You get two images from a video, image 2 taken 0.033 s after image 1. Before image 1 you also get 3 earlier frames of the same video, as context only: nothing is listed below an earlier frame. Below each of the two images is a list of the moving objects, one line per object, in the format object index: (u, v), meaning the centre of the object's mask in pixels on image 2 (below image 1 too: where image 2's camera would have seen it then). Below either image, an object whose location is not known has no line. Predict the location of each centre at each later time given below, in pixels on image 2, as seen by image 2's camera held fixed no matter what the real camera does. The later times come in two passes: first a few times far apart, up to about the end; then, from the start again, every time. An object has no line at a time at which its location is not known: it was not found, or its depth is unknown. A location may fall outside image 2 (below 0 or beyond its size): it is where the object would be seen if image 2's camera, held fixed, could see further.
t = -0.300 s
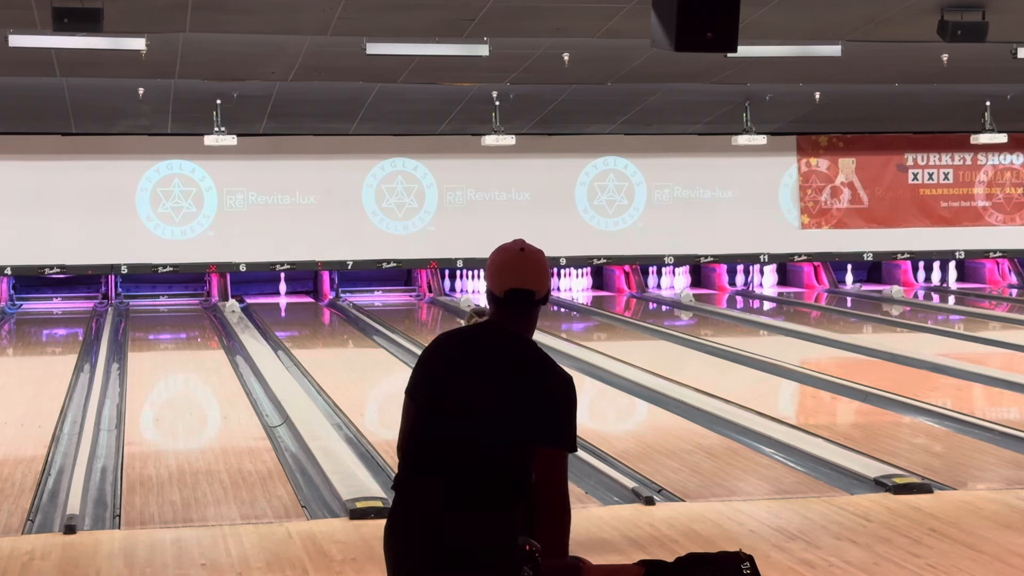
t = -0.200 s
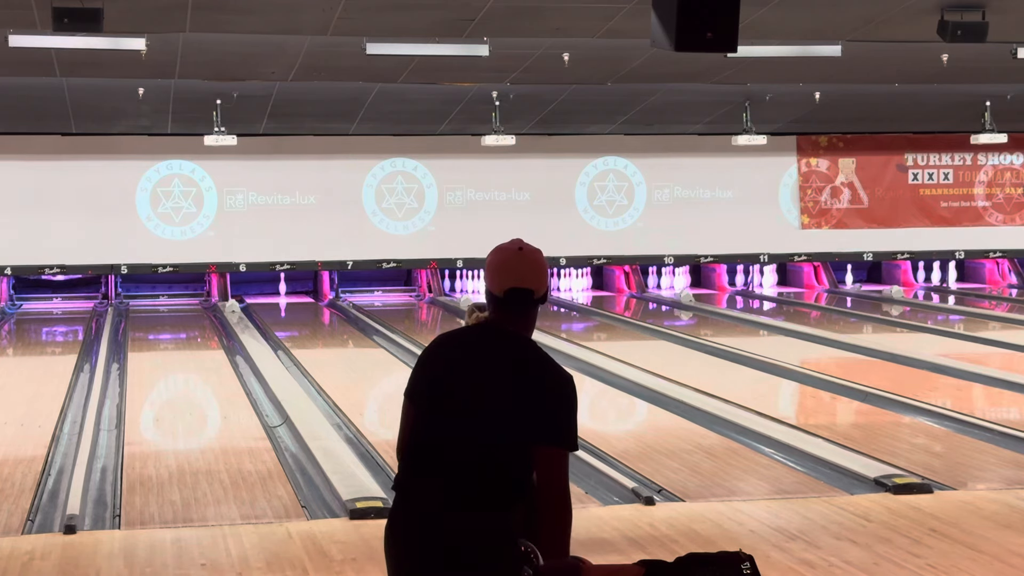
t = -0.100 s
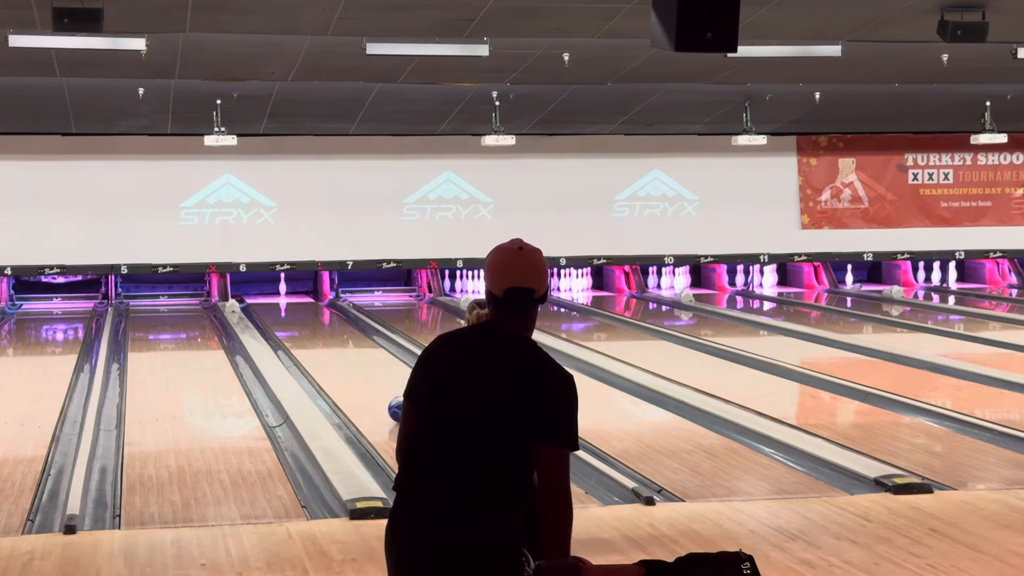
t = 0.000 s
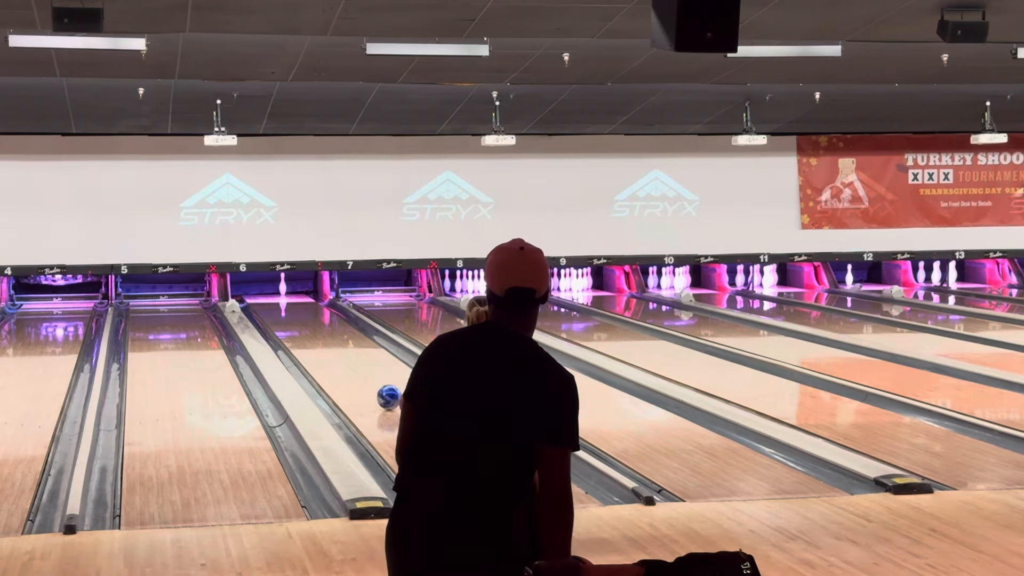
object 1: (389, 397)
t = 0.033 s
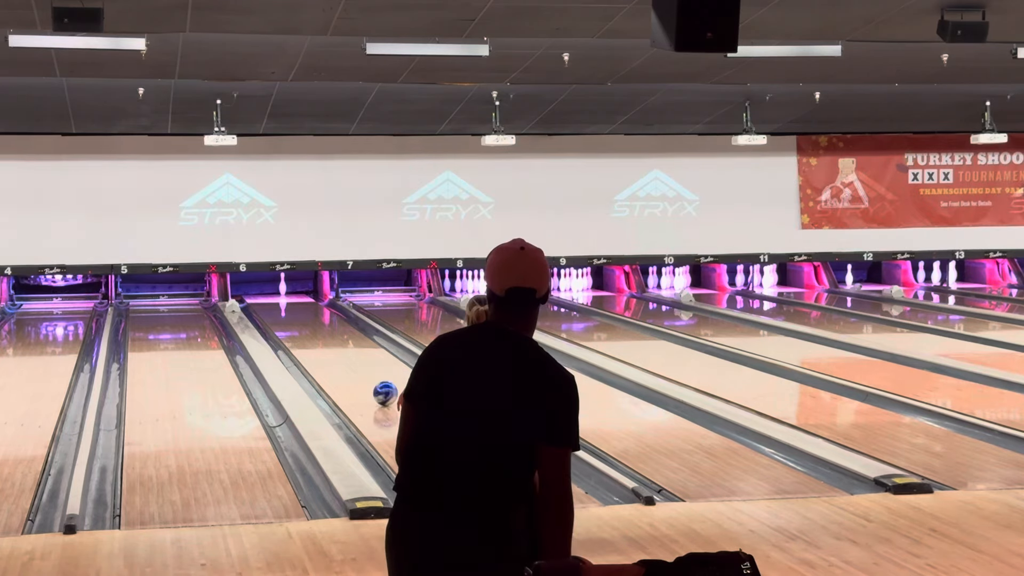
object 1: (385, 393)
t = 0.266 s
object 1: (362, 370)
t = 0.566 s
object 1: (339, 346)
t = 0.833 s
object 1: (323, 330)
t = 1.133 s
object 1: (308, 314)
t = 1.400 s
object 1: (296, 303)
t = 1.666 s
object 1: (285, 295)
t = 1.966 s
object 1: (268, 287)
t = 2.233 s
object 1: (251, 294)
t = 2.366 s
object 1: (243, 295)
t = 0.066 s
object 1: (382, 389)
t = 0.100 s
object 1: (378, 386)
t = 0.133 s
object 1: (375, 383)
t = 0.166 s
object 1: (371, 380)
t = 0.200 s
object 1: (368, 377)
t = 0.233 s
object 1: (365, 374)
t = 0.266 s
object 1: (362, 370)
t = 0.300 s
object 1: (359, 367)
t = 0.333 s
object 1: (357, 364)
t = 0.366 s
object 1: (354, 362)
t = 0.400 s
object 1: (351, 359)
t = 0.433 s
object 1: (349, 356)
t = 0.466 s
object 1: (346, 354)
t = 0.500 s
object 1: (344, 351)
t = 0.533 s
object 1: (342, 349)
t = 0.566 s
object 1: (339, 346)
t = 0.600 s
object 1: (337, 344)
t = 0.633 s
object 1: (334, 342)
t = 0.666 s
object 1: (333, 340)
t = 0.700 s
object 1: (331, 338)
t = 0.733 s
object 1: (329, 336)
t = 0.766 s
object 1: (326, 334)
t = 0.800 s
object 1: (325, 332)
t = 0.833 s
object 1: (323, 330)
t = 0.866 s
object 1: (321, 327)
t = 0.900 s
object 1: (319, 326)
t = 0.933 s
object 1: (317, 325)
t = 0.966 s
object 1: (316, 323)
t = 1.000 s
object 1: (314, 321)
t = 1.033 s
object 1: (313, 320)
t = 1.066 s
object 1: (311, 318)
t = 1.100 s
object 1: (309, 316)
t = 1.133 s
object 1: (308, 314)
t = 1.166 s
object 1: (306, 313)
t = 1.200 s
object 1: (304, 312)
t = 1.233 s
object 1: (303, 311)
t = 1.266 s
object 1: (301, 309)
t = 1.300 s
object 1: (300, 308)
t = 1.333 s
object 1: (298, 307)
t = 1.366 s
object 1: (297, 305)
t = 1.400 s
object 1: (296, 303)
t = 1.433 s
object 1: (294, 303)
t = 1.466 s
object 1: (293, 301)
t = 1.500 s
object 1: (291, 300)
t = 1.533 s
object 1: (290, 299)
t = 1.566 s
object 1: (288, 298)
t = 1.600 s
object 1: (287, 297)
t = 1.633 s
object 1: (286, 296)
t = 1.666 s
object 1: (285, 295)
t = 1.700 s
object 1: (283, 294)
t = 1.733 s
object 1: (282, 292)
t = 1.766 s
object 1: (280, 292)
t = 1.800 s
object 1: (280, 291)
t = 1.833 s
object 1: (279, 290)
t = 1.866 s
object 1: (278, 290)
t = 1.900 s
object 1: (275, 289)
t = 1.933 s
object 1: (271, 288)
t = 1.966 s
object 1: (268, 287)
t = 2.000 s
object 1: (264, 288)
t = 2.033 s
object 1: (262, 289)
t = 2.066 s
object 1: (261, 291)
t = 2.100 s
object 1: (259, 292)
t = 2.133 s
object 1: (256, 293)
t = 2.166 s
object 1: (255, 293)
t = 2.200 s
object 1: (254, 293)
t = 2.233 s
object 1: (251, 294)
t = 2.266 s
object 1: (249, 294)
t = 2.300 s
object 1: (248, 294)
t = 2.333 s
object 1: (245, 294)
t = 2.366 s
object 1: (243, 295)
